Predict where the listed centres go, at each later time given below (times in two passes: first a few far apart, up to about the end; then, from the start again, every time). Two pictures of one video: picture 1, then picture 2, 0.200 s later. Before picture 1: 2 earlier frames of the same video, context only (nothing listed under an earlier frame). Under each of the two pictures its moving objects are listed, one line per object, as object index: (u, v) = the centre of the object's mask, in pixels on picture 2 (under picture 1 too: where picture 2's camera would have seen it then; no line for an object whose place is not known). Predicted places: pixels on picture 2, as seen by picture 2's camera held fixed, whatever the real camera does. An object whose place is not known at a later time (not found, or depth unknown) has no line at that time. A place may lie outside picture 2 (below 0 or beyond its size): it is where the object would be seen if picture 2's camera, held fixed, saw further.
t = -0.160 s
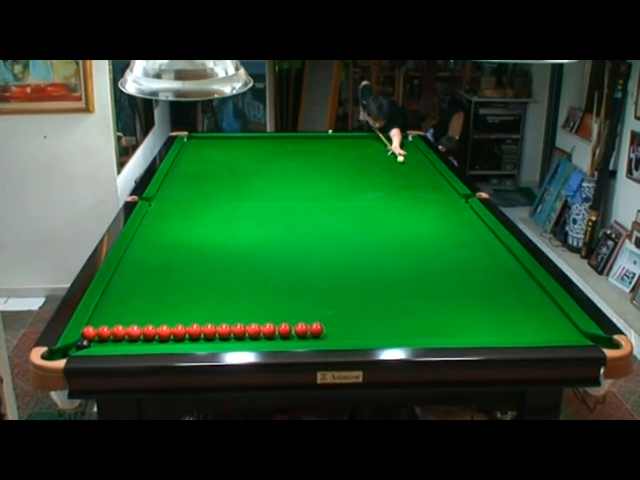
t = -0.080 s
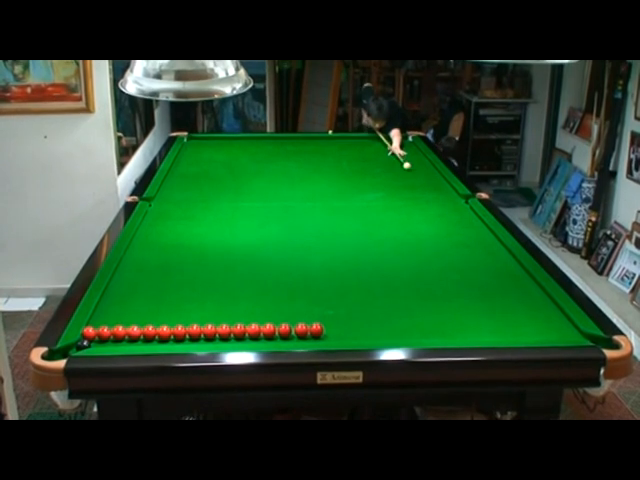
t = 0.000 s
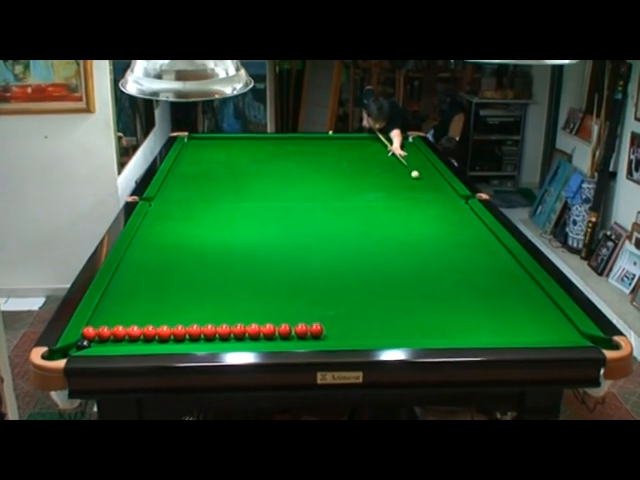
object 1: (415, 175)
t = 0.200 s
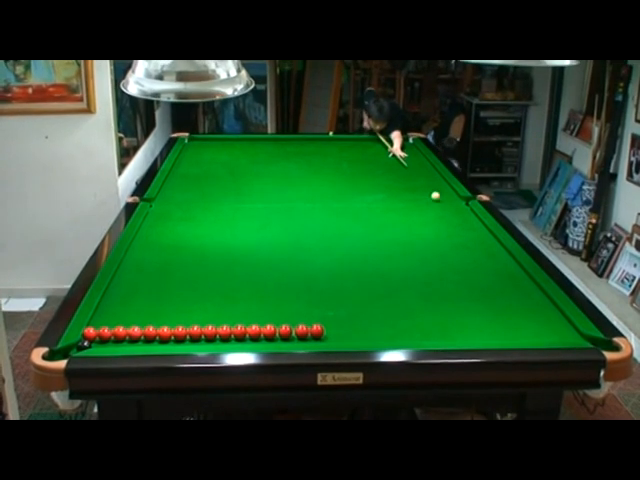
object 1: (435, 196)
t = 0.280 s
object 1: (444, 205)
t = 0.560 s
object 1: (482, 244)
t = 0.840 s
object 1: (535, 298)
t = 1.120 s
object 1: (541, 335)
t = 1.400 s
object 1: (439, 337)
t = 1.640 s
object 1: (359, 337)
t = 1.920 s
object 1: (268, 338)
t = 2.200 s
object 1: (181, 338)
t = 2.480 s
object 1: (100, 342)
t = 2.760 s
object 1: (83, 343)
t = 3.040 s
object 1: (91, 343)
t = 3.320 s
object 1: (94, 342)
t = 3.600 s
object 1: (96, 341)
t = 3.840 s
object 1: (96, 341)
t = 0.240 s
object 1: (439, 200)
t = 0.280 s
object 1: (444, 205)
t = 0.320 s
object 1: (449, 210)
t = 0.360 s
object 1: (454, 215)
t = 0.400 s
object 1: (459, 221)
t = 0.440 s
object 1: (465, 226)
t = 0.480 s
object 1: (470, 232)
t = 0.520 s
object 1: (477, 238)
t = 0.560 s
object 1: (482, 244)
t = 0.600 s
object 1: (489, 251)
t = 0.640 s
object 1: (495, 258)
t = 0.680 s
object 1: (503, 265)
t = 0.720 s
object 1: (510, 273)
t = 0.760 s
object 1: (518, 281)
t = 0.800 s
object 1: (526, 289)
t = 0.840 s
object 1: (535, 298)
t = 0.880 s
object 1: (544, 308)
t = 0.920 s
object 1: (554, 318)
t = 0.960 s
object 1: (564, 328)
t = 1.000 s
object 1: (575, 337)
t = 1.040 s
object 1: (578, 334)
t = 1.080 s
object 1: (559, 334)
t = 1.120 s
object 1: (541, 335)
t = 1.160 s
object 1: (523, 337)
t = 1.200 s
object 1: (507, 337)
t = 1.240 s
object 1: (493, 337)
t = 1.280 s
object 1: (479, 337)
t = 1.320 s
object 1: (465, 337)
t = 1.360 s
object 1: (452, 337)
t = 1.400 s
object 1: (439, 337)
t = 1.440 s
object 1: (426, 337)
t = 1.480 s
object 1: (412, 337)
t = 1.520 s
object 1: (398, 337)
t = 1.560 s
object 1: (385, 337)
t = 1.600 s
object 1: (372, 337)
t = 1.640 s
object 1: (359, 337)
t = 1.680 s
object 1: (346, 338)
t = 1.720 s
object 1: (333, 338)
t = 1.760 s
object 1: (320, 337)
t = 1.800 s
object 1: (307, 338)
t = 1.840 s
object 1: (294, 338)
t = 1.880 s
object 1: (281, 338)
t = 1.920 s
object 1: (268, 338)
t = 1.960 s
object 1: (256, 338)
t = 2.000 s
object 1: (243, 338)
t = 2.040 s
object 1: (230, 338)
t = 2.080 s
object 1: (218, 339)
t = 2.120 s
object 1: (205, 339)
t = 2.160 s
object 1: (193, 339)
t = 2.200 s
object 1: (181, 338)
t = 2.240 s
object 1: (168, 339)
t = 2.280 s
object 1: (156, 339)
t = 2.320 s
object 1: (144, 340)
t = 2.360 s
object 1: (132, 341)
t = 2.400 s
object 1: (120, 342)
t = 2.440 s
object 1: (108, 342)
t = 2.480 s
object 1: (100, 342)
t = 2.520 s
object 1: (98, 342)
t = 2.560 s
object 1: (95, 342)
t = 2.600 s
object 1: (92, 342)
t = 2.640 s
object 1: (89, 342)
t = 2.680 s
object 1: (87, 342)
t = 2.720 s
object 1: (84, 342)
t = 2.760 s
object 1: (83, 343)
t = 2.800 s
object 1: (85, 343)
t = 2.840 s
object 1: (86, 343)
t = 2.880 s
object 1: (87, 343)
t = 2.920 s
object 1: (88, 342)
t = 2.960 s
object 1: (89, 343)
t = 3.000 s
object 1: (90, 343)
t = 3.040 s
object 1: (91, 343)
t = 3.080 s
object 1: (92, 343)
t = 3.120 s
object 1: (92, 343)
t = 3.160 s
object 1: (93, 343)
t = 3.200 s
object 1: (93, 343)
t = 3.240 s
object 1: (94, 343)
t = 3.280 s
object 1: (94, 343)
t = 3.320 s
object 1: (94, 342)
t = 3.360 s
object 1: (95, 342)
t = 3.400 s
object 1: (95, 342)
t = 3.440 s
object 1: (95, 342)
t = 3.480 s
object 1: (95, 342)
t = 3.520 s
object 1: (96, 341)
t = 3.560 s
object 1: (96, 341)
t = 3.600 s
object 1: (96, 341)
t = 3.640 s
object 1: (96, 341)
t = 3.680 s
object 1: (96, 341)
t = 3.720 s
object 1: (96, 341)
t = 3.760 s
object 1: (96, 341)
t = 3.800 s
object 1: (96, 341)
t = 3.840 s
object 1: (96, 341)
